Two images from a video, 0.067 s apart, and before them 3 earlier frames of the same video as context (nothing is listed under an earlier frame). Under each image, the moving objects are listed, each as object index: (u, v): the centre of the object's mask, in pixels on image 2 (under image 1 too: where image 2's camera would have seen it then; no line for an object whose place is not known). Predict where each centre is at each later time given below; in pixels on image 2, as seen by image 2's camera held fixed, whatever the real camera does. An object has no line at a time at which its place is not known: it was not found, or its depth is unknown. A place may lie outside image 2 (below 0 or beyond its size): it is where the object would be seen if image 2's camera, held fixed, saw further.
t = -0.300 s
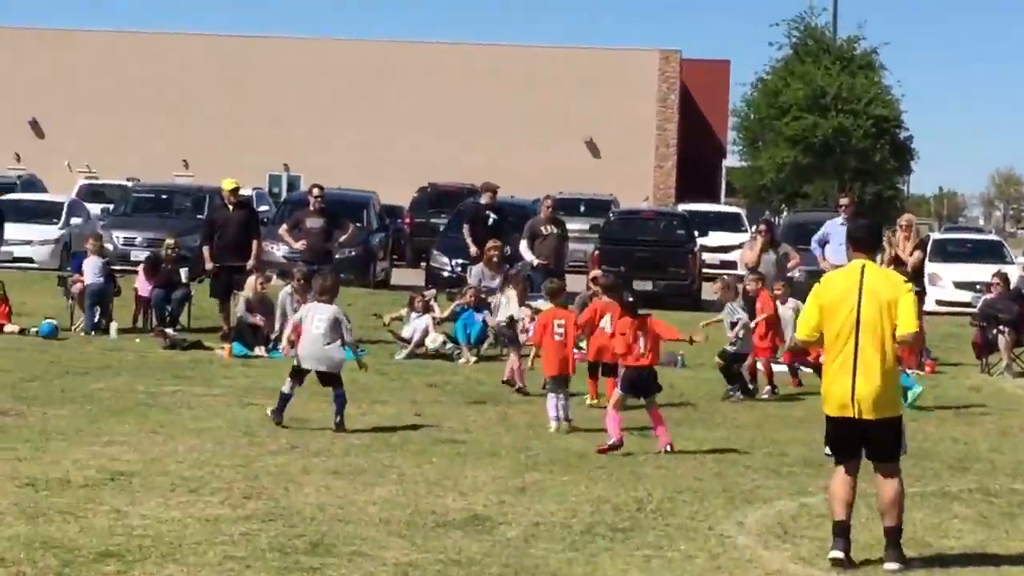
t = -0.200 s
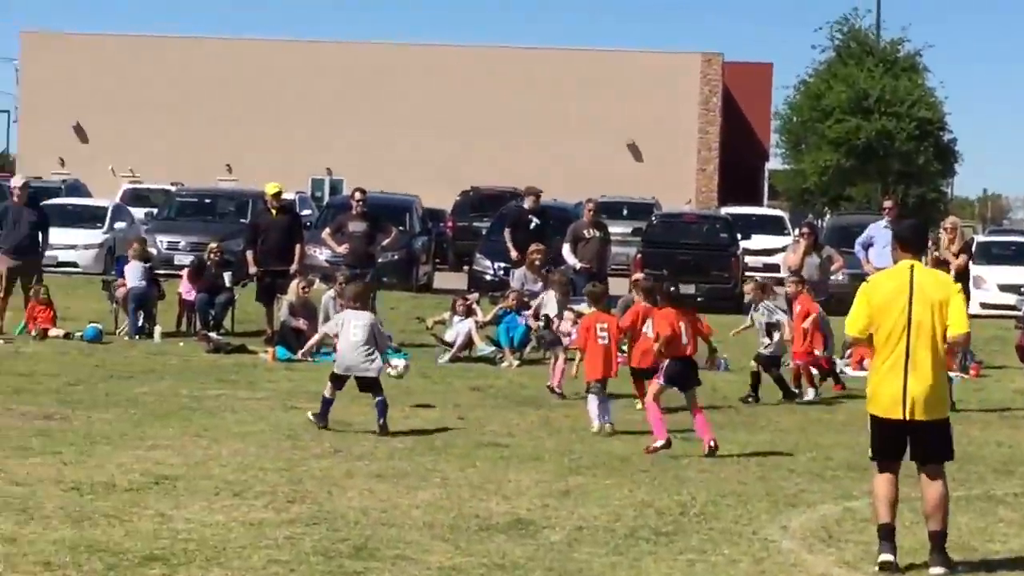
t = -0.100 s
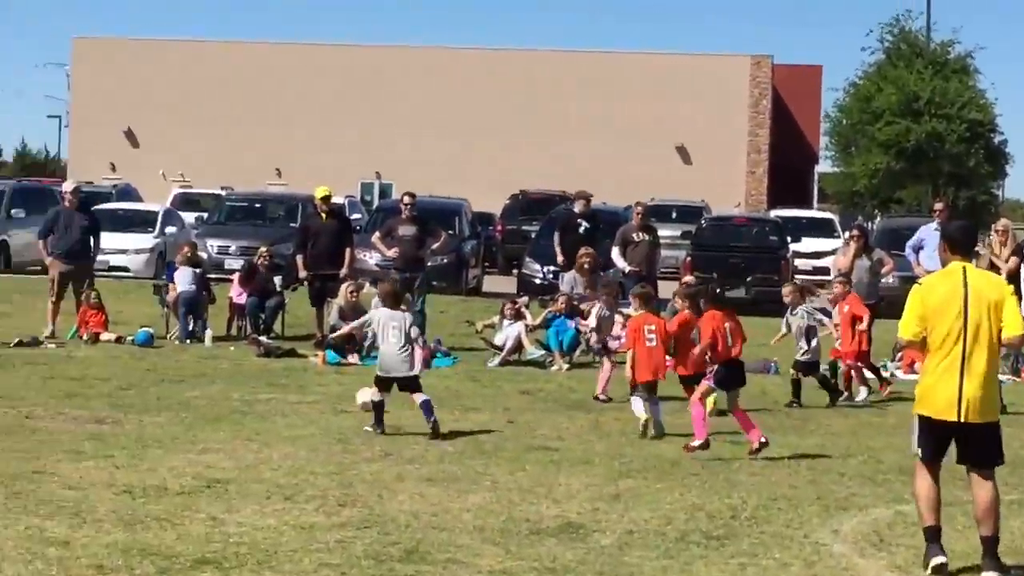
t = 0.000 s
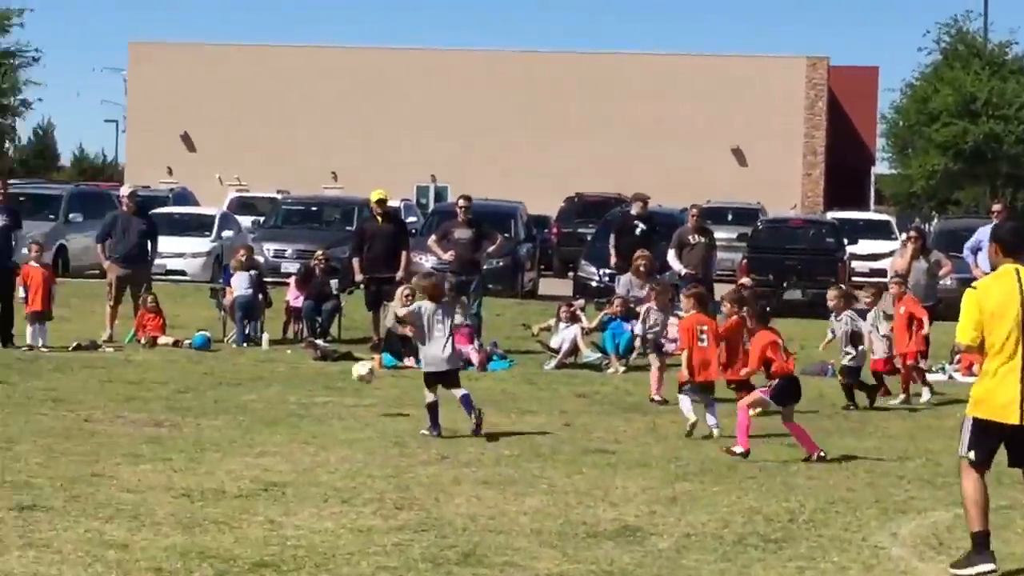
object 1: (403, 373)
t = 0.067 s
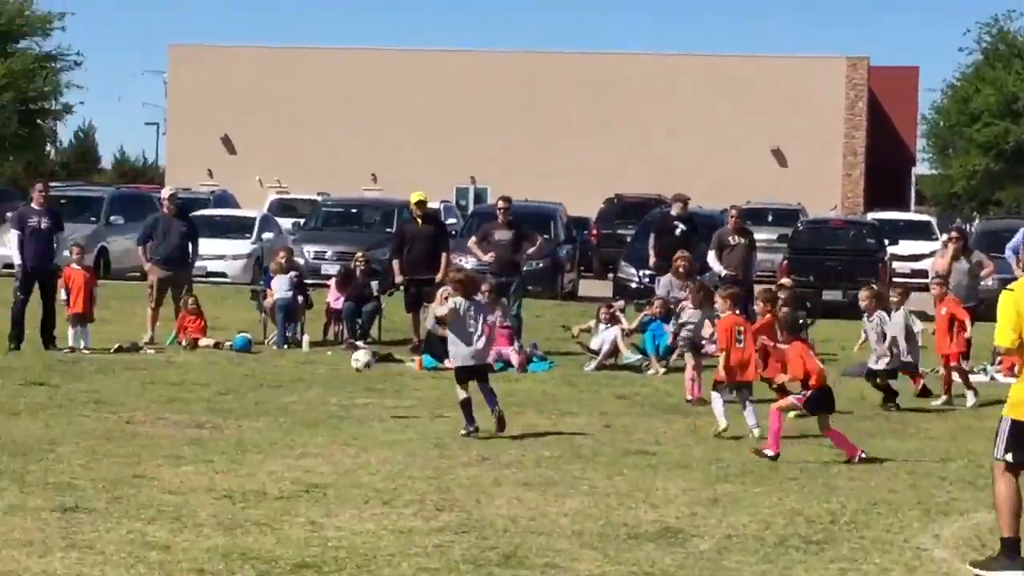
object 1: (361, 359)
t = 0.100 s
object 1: (344, 356)
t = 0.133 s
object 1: (324, 353)
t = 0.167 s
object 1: (303, 352)
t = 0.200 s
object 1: (285, 352)
